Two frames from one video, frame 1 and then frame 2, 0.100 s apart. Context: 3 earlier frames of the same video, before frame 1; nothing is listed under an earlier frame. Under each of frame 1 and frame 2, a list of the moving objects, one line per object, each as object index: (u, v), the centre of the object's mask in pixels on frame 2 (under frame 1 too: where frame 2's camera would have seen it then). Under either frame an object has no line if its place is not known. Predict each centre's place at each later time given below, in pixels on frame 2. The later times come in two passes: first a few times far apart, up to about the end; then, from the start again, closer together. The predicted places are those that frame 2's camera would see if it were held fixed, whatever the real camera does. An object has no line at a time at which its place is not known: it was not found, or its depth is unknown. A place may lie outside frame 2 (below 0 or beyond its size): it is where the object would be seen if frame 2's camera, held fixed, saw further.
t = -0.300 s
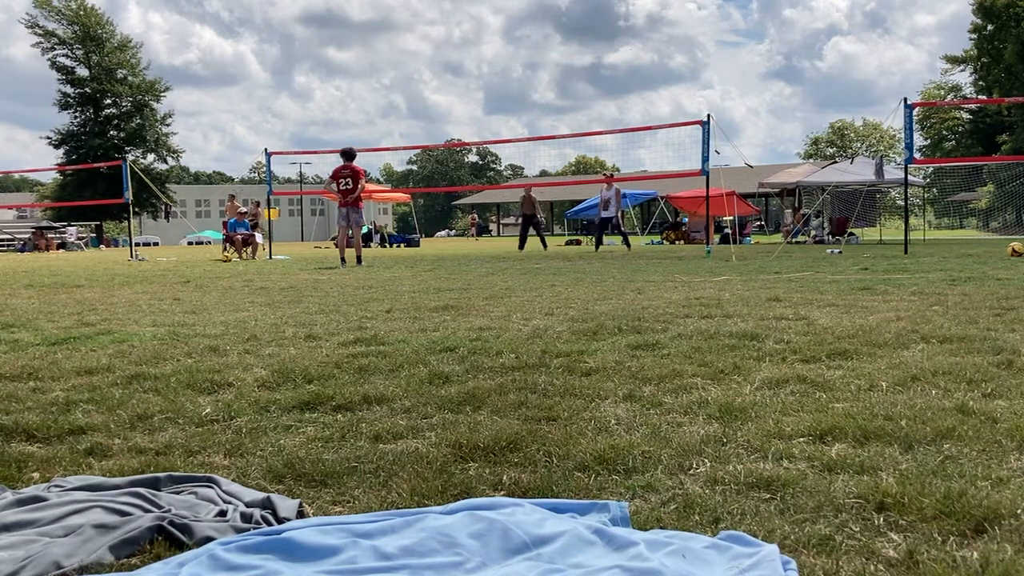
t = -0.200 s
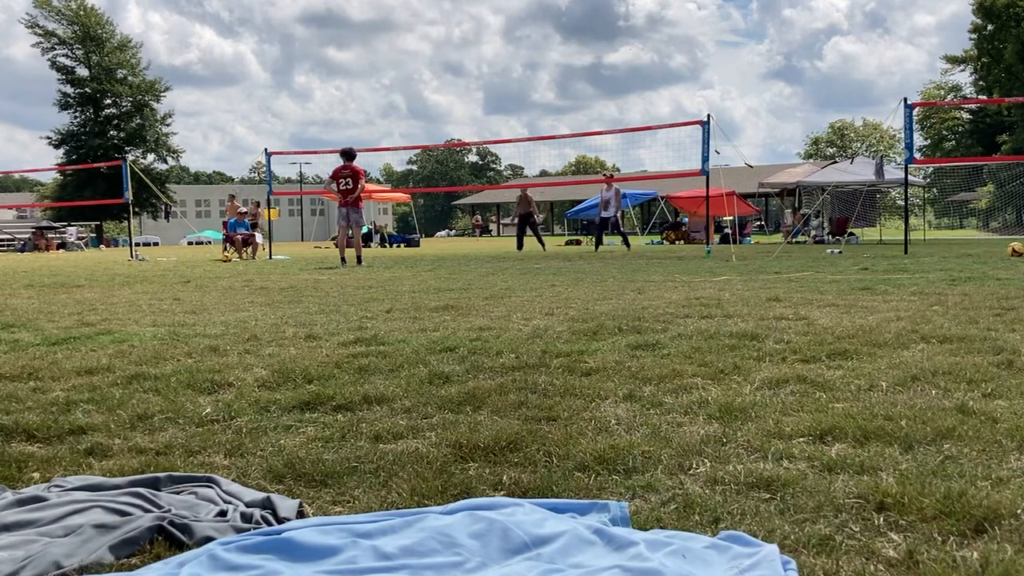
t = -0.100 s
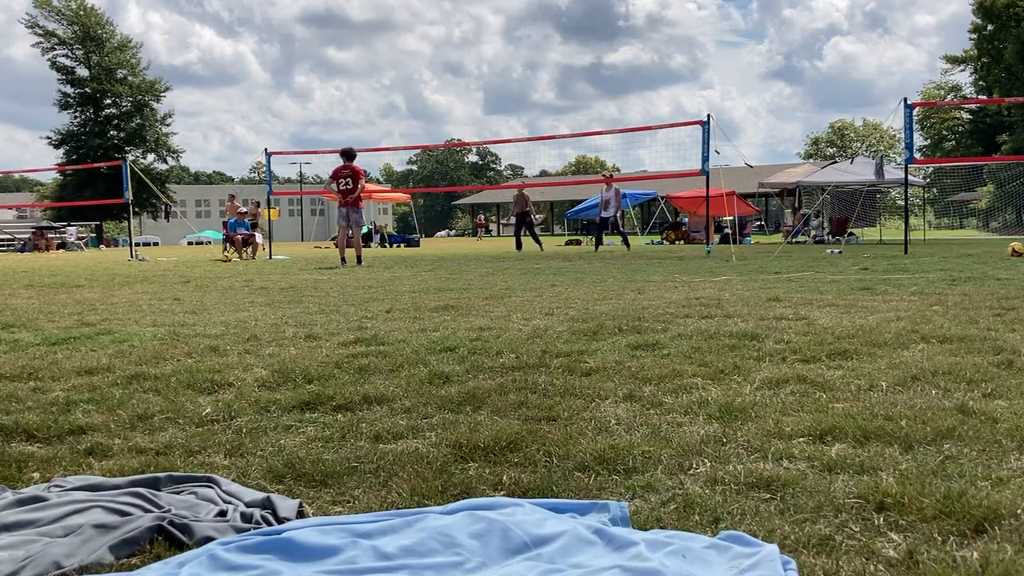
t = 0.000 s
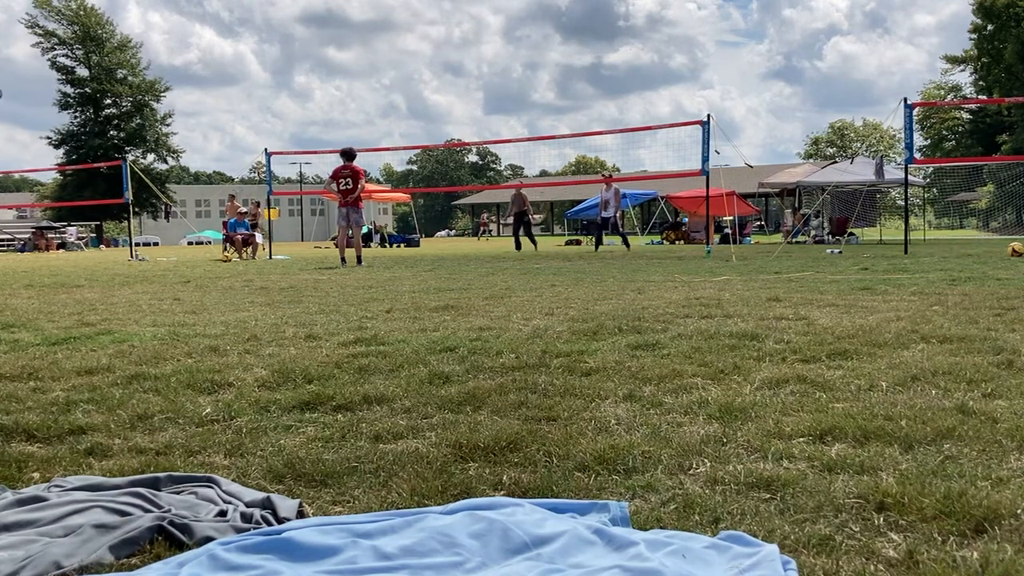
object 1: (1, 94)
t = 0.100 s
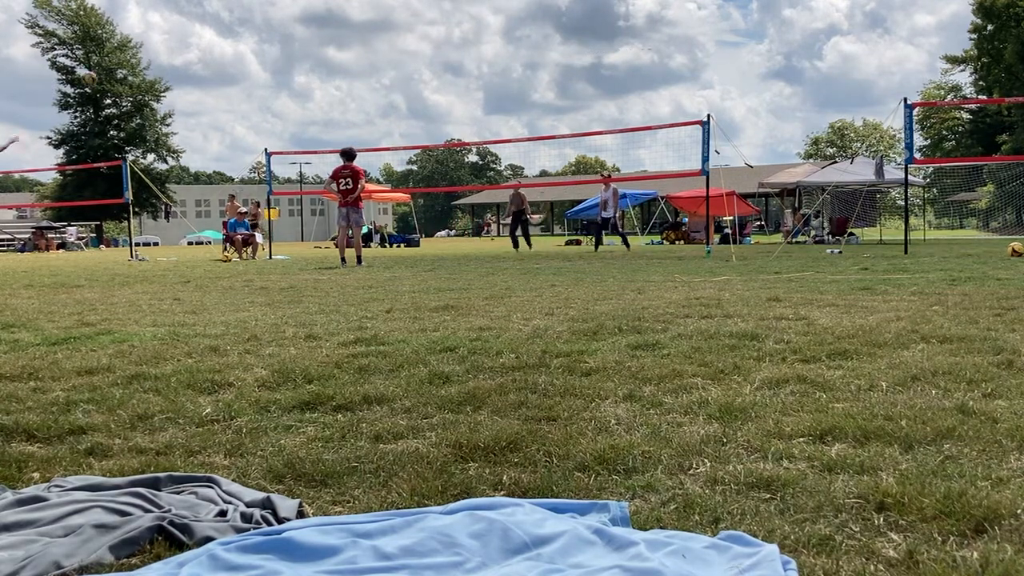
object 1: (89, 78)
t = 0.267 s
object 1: (217, 71)
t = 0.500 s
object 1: (354, 85)
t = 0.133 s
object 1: (119, 74)
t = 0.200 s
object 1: (170, 72)
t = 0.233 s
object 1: (195, 71)
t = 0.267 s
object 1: (217, 71)
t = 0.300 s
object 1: (239, 71)
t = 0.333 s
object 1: (261, 72)
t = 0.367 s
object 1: (281, 74)
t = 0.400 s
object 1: (301, 76)
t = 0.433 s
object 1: (319, 78)
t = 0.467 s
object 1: (337, 81)
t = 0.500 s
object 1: (354, 85)
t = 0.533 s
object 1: (371, 88)
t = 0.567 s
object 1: (387, 93)
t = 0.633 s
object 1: (416, 103)
